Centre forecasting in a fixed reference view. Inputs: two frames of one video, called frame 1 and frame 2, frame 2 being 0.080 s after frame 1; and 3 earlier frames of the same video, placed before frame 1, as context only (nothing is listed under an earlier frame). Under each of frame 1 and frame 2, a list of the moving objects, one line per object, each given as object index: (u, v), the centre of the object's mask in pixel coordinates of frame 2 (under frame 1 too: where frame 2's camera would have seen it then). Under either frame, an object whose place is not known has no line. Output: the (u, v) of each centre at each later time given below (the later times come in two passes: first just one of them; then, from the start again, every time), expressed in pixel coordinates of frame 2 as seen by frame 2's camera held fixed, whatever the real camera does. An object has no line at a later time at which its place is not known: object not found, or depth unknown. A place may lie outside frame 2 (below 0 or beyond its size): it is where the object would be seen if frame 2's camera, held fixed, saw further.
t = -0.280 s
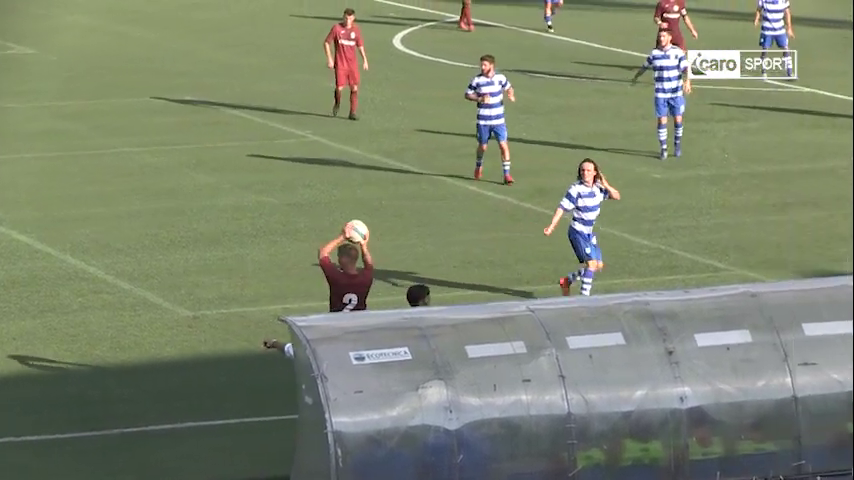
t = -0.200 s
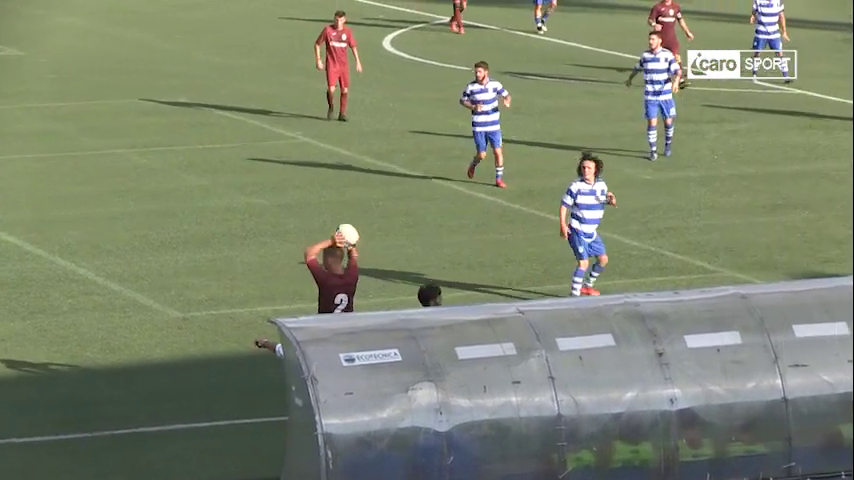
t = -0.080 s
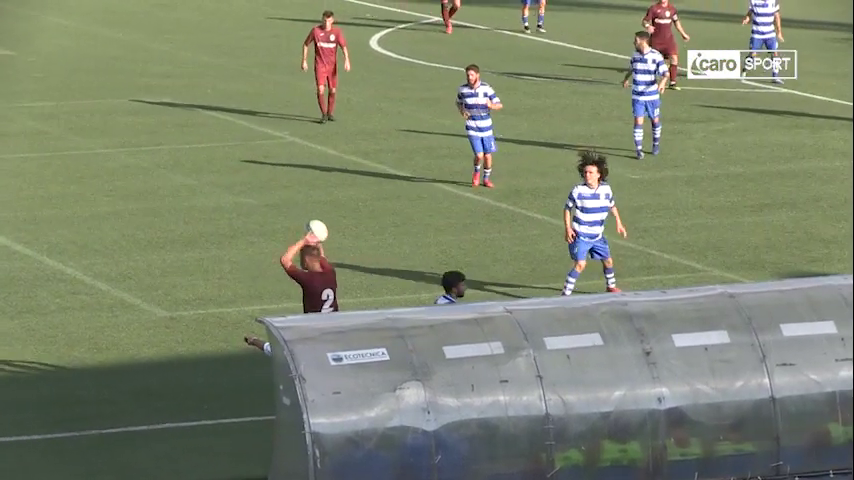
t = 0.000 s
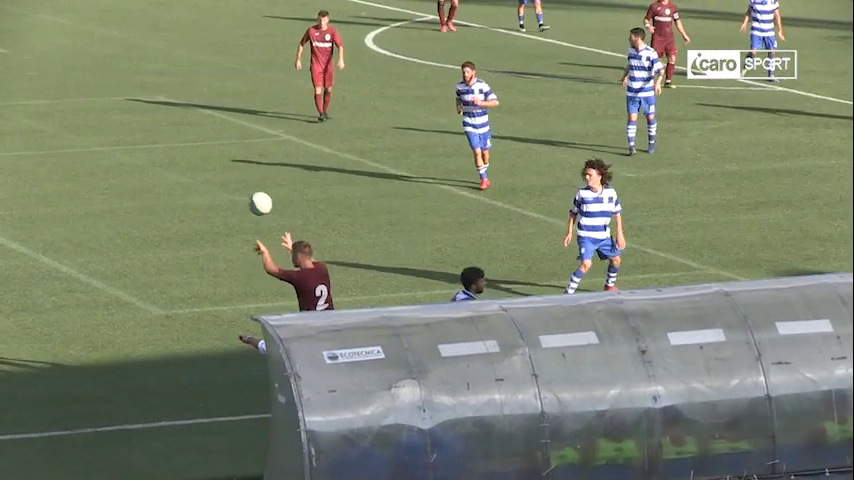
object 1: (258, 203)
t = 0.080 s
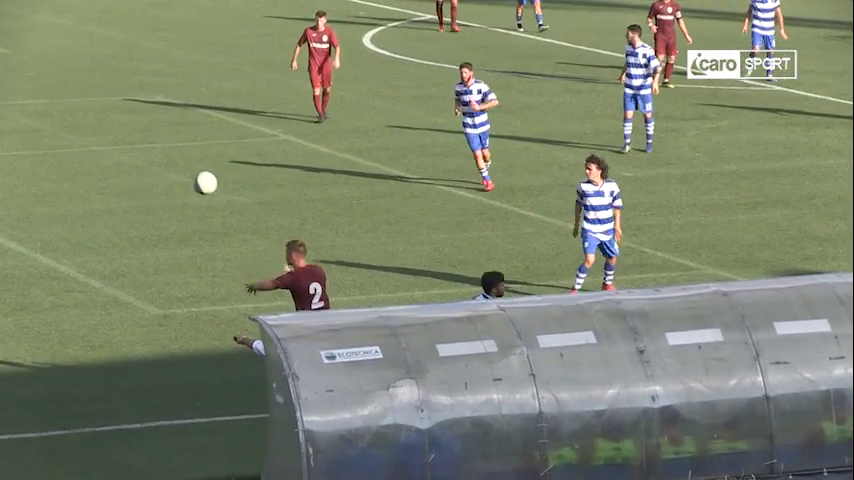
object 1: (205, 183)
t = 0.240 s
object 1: (103, 164)
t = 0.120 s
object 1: (179, 175)
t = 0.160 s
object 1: (154, 170)
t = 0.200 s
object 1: (128, 166)
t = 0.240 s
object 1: (103, 164)
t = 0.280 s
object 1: (79, 164)
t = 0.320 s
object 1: (56, 165)
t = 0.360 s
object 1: (32, 167)
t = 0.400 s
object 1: (8, 171)
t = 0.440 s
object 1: (-17, 176)
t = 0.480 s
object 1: (-40, 183)
